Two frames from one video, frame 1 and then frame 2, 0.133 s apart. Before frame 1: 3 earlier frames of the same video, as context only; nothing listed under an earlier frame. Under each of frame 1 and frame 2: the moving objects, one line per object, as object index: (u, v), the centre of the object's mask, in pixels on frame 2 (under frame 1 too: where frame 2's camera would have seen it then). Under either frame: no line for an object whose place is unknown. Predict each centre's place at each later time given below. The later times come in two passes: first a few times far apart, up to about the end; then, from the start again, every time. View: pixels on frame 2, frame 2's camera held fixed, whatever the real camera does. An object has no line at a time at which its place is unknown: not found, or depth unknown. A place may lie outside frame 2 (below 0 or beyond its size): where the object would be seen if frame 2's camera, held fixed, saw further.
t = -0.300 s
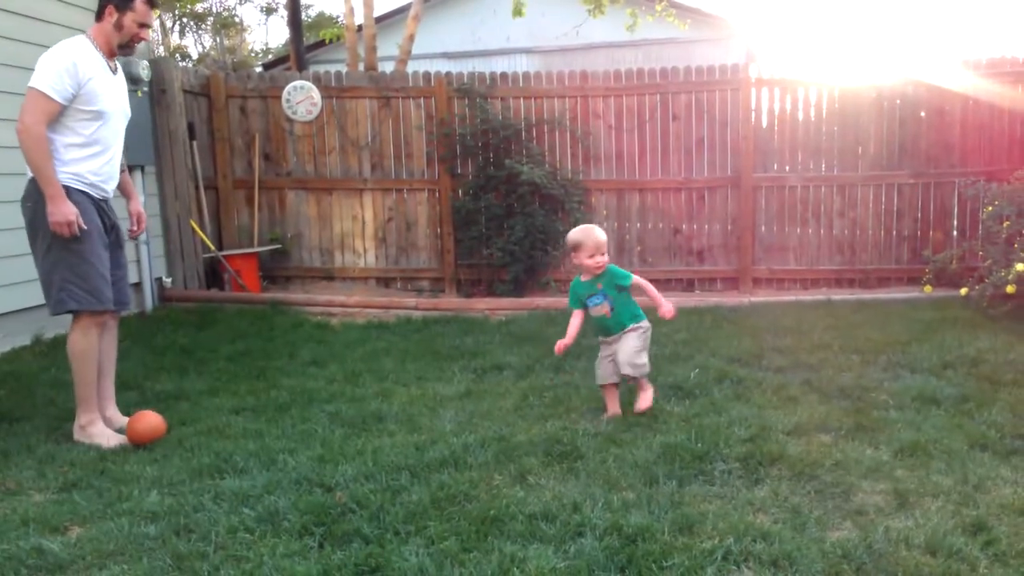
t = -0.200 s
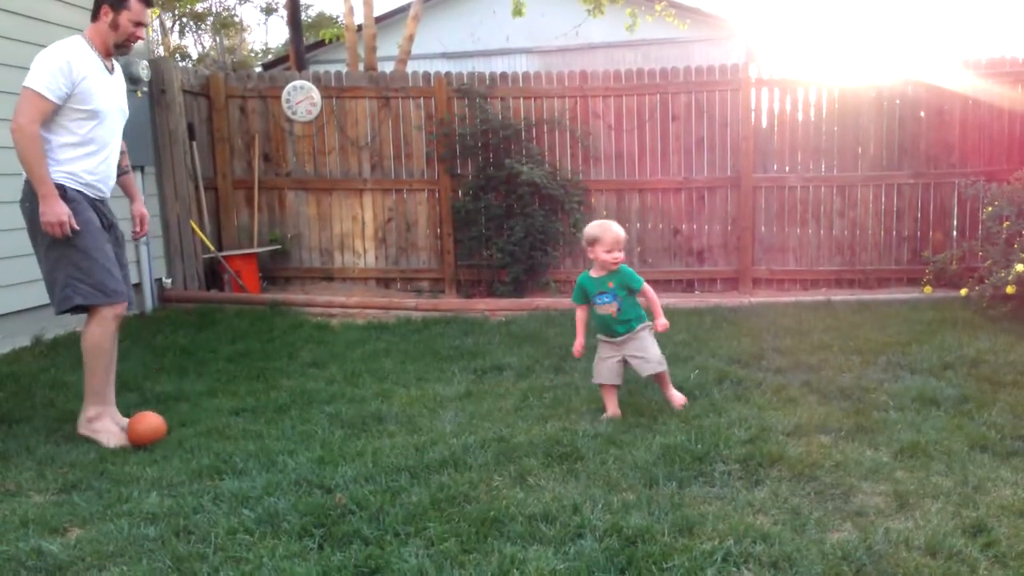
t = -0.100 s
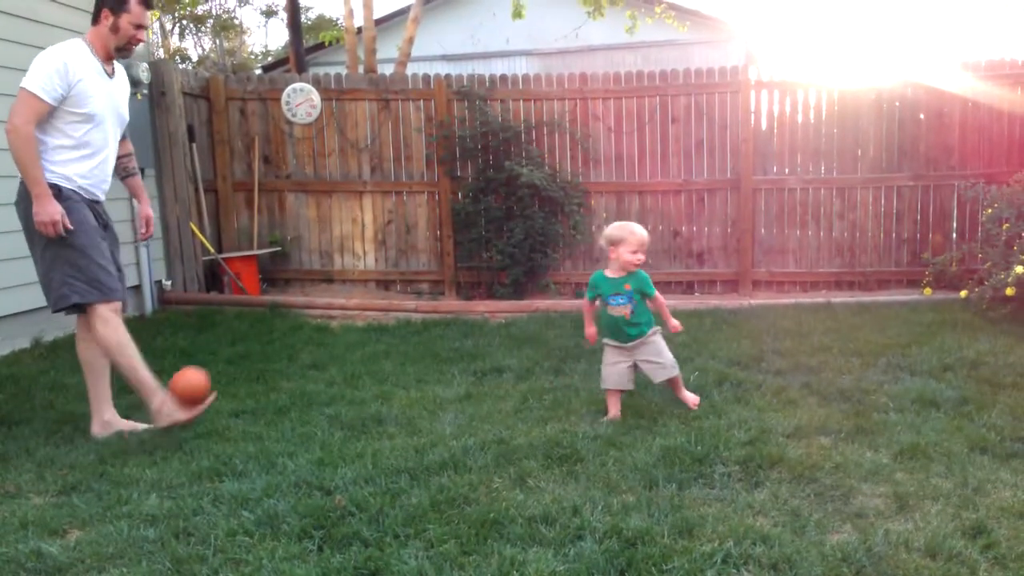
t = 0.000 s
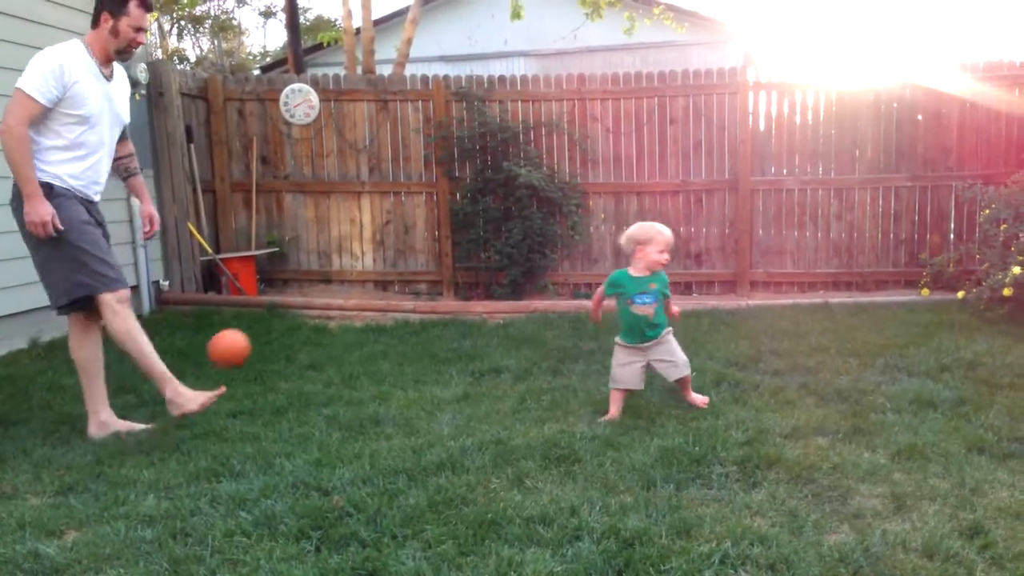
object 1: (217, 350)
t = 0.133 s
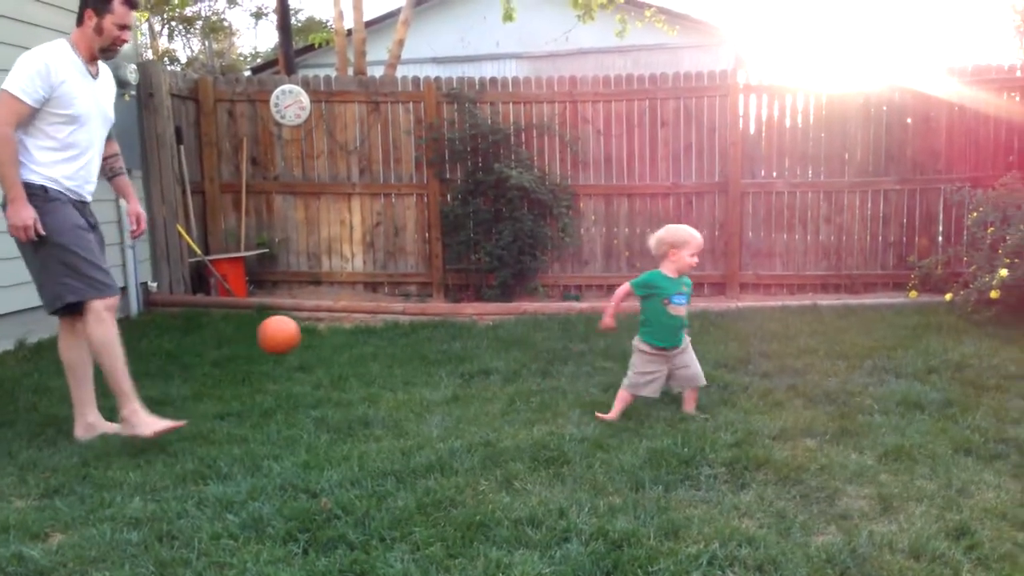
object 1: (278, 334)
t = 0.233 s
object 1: (328, 354)
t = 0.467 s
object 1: (416, 425)
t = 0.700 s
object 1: (430, 439)
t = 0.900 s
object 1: (439, 435)
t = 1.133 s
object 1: (432, 437)
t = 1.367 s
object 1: (431, 437)
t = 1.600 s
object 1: (431, 436)
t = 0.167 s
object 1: (294, 338)
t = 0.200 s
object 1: (310, 345)
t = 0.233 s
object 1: (328, 354)
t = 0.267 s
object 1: (344, 366)
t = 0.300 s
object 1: (361, 381)
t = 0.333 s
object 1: (379, 400)
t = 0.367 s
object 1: (398, 422)
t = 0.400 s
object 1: (412, 440)
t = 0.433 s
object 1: (414, 433)
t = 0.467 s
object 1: (416, 425)
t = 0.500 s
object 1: (417, 420)
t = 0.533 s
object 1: (419, 417)
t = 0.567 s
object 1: (420, 417)
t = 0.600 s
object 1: (423, 420)
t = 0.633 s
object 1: (425, 426)
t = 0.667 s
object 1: (428, 433)
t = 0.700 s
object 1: (430, 439)
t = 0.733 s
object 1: (433, 437)
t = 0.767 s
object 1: (435, 436)
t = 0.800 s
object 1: (437, 435)
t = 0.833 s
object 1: (438, 435)
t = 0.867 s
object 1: (439, 435)
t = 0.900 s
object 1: (439, 435)
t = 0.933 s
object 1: (438, 435)
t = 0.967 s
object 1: (438, 436)
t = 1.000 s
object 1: (437, 436)
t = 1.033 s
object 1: (435, 436)
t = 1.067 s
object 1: (434, 437)
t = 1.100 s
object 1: (433, 437)
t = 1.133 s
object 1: (432, 437)
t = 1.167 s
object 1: (431, 437)
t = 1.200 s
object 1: (431, 437)
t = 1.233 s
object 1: (431, 437)
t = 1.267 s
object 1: (431, 437)
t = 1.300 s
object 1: (431, 437)
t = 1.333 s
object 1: (431, 437)
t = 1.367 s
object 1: (431, 437)
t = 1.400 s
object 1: (431, 437)
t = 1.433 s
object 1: (431, 437)
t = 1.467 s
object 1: (431, 437)
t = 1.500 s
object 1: (431, 437)
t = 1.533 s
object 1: (432, 436)
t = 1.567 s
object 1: (431, 436)
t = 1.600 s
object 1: (431, 436)
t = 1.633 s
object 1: (432, 436)
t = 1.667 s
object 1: (432, 436)
